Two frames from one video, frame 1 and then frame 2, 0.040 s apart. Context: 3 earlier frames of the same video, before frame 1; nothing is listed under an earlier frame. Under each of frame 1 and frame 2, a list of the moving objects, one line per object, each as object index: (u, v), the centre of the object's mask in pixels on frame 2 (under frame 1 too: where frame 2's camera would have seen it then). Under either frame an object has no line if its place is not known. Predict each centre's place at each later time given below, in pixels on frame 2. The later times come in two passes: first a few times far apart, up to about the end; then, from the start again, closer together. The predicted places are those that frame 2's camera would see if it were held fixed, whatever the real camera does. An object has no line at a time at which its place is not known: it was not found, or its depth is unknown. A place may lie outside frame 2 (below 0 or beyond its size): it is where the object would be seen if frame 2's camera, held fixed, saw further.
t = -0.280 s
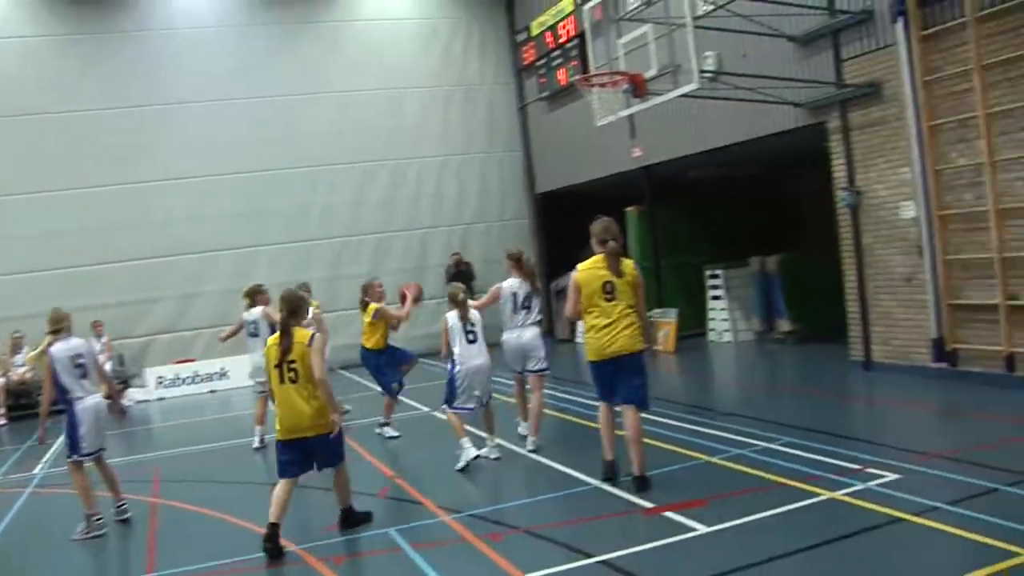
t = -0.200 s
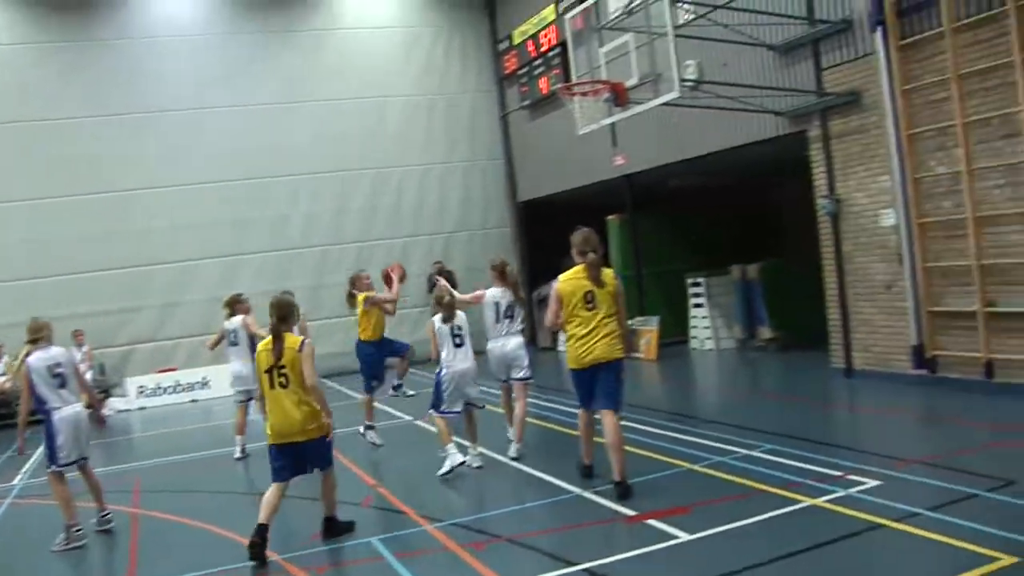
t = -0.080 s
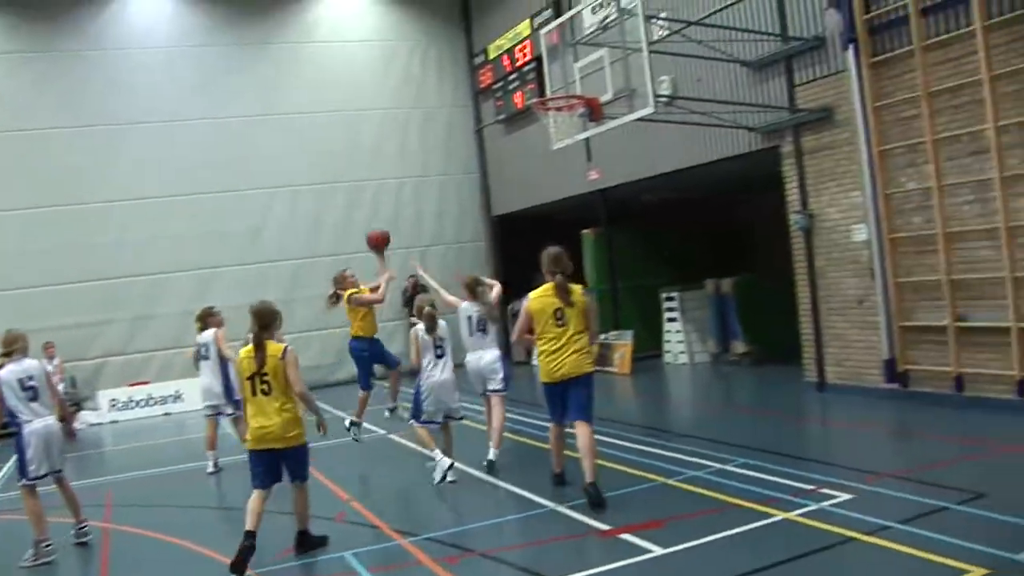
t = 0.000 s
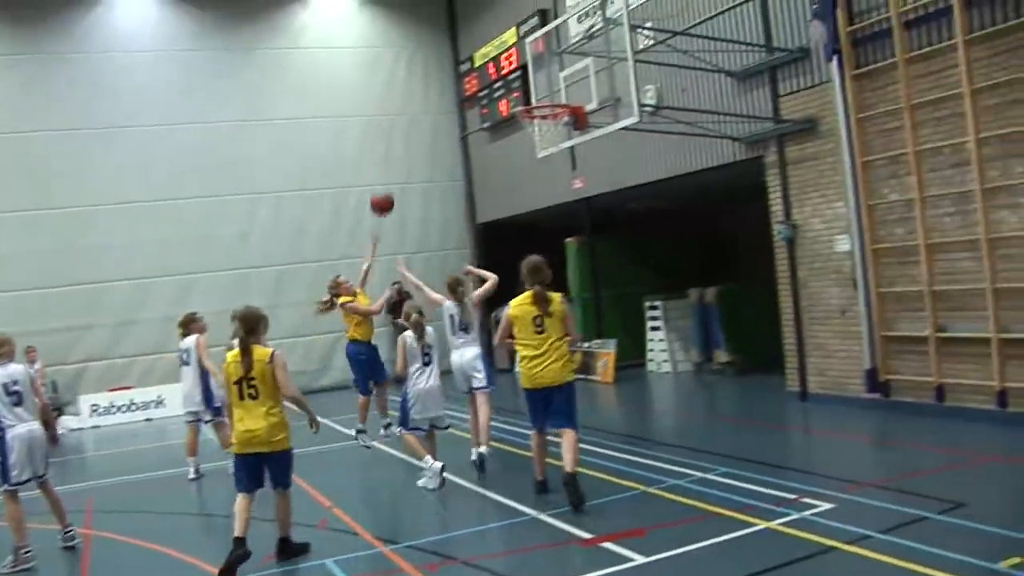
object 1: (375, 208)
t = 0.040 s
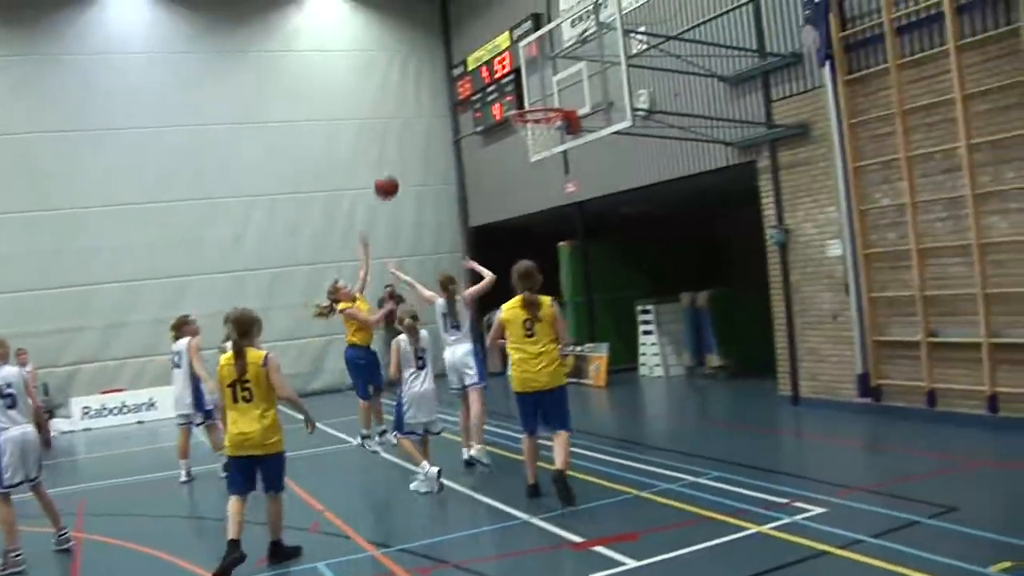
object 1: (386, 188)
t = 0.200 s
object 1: (434, 125)
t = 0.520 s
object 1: (537, 77)
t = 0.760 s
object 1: (524, 115)
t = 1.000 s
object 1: (544, 179)
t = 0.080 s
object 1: (398, 170)
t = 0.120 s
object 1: (410, 153)
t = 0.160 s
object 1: (422, 138)
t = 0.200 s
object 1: (434, 125)
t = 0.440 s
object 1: (511, 79)
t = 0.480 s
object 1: (523, 78)
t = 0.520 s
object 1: (537, 77)
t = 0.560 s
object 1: (544, 78)
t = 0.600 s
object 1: (540, 83)
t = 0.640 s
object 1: (537, 88)
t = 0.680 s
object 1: (533, 96)
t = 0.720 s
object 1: (528, 102)
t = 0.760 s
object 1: (524, 115)
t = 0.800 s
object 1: (526, 126)
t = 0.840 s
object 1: (529, 133)
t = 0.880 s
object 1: (534, 145)
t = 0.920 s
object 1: (537, 156)
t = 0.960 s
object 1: (540, 166)
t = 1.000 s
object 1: (544, 179)
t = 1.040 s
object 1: (548, 194)
